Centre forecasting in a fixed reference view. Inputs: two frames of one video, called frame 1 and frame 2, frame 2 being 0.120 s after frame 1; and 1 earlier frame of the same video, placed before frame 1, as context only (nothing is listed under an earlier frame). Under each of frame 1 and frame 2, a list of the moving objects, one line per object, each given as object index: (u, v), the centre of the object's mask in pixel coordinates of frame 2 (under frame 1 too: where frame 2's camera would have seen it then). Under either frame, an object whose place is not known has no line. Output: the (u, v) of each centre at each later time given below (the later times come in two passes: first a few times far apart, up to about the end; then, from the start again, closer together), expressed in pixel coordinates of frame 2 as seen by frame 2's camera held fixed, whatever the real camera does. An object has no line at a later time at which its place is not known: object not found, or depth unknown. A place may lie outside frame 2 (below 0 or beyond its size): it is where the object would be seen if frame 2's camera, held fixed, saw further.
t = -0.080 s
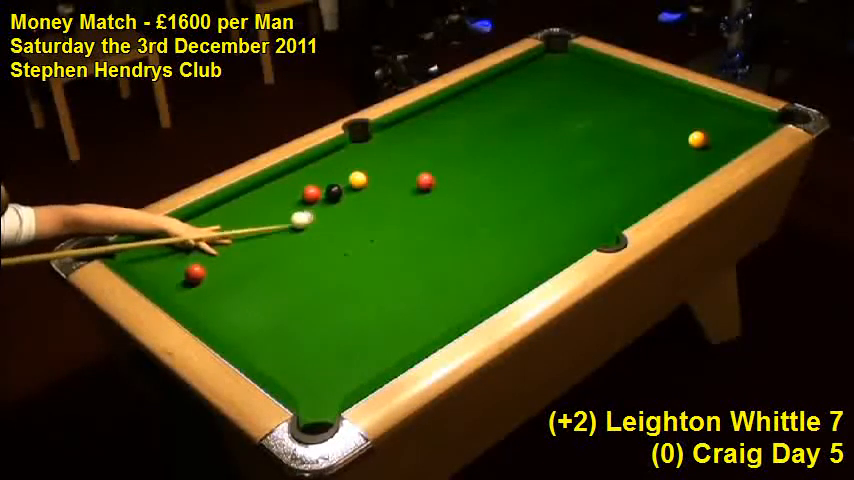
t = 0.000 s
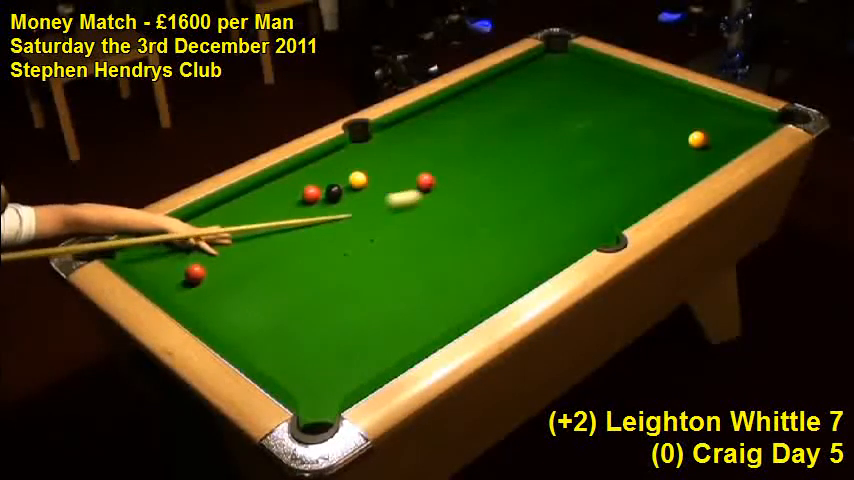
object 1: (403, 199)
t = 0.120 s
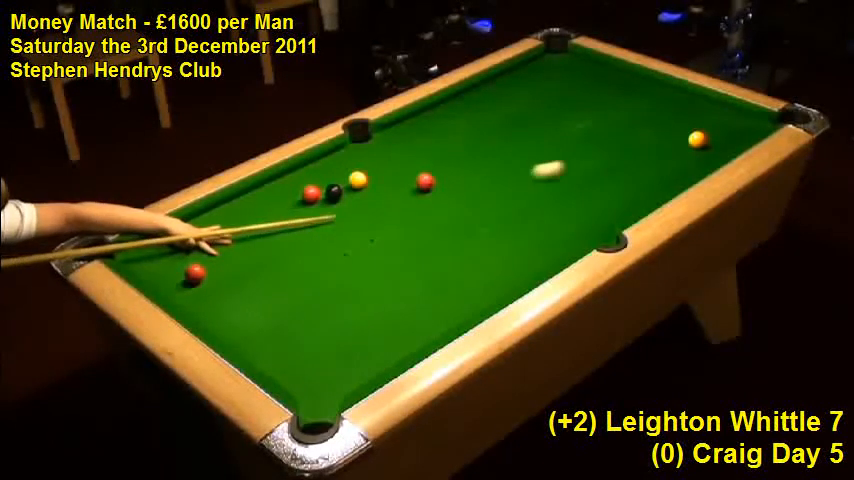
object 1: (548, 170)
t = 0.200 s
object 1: (632, 153)
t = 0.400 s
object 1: (675, 151)
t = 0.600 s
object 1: (648, 164)
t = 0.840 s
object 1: (615, 179)
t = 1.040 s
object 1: (588, 191)
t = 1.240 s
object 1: (562, 204)
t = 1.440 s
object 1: (534, 216)
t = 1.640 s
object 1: (506, 228)
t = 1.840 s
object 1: (480, 240)
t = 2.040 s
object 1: (453, 252)
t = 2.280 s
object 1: (422, 265)
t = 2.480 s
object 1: (396, 275)
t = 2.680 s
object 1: (371, 286)
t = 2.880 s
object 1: (346, 296)
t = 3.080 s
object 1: (322, 306)
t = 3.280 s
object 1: (300, 316)
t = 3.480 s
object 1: (278, 326)
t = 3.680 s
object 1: (258, 335)
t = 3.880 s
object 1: (240, 341)
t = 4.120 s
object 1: (248, 336)
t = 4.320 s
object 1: (257, 330)
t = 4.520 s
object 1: (264, 324)
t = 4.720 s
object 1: (270, 320)
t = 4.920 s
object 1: (274, 316)
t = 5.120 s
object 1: (278, 313)
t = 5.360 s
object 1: (281, 310)
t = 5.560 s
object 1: (283, 309)
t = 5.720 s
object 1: (283, 309)
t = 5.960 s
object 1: (283, 309)
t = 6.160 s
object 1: (283, 309)
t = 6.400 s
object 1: (283, 309)
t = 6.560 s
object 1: (283, 309)
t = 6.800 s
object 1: (283, 309)
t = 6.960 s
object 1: (283, 309)
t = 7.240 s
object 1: (283, 309)
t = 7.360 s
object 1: (283, 309)
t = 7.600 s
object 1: (283, 309)
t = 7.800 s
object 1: (283, 309)
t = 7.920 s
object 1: (285, 309)
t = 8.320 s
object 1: (283, 309)
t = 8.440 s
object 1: (283, 309)
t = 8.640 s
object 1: (283, 309)
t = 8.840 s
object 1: (283, 309)
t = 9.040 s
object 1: (283, 309)
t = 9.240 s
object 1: (282, 309)
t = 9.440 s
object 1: (282, 309)
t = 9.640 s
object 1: (282, 309)
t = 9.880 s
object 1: (282, 309)
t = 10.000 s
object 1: (282, 309)
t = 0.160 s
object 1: (591, 161)
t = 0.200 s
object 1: (632, 153)
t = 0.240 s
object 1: (671, 145)
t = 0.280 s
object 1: (683, 144)
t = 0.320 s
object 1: (681, 147)
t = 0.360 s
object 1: (679, 149)
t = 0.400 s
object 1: (675, 151)
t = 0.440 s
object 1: (669, 154)
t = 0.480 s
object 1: (664, 156)
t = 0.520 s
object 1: (658, 159)
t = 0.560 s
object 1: (653, 161)
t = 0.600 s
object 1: (648, 164)
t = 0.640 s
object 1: (642, 166)
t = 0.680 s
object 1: (637, 169)
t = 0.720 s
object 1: (631, 171)
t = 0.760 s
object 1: (626, 174)
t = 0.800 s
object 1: (620, 176)
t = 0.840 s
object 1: (615, 179)
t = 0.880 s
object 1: (610, 181)
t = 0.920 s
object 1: (604, 184)
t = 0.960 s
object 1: (599, 186)
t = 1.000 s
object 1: (594, 189)
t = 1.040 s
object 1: (588, 191)
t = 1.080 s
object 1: (583, 194)
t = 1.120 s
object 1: (577, 196)
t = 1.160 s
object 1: (572, 199)
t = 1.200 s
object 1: (567, 202)
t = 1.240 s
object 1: (562, 204)
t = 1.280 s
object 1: (556, 206)
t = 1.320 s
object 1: (551, 209)
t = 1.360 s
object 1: (545, 211)
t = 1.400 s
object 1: (539, 214)
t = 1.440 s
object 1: (534, 216)
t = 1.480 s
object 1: (528, 218)
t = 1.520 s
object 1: (523, 221)
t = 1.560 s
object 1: (517, 223)
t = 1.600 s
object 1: (512, 226)
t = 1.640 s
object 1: (506, 228)
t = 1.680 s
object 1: (501, 231)
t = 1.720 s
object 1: (496, 233)
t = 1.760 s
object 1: (490, 235)
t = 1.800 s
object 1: (485, 238)
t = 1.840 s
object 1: (480, 240)
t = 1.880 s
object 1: (474, 242)
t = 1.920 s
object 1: (469, 244)
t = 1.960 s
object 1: (464, 247)
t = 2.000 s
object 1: (458, 249)
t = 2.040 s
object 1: (453, 252)
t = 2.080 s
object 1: (448, 254)
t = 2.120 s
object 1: (442, 256)
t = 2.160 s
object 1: (437, 258)
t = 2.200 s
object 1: (432, 260)
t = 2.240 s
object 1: (427, 263)
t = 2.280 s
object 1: (422, 265)
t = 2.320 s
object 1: (416, 267)
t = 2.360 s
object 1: (411, 269)
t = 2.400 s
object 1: (406, 271)
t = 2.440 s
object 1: (401, 273)
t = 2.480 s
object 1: (396, 275)
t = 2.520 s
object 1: (391, 278)
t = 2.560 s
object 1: (386, 279)
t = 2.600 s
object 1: (381, 282)
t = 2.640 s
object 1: (376, 283)
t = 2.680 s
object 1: (371, 286)
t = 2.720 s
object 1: (366, 288)
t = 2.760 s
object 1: (361, 290)
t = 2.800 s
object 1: (356, 292)
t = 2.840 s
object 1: (351, 294)
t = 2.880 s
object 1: (346, 296)
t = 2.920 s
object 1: (341, 298)
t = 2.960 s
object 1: (337, 300)
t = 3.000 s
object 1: (332, 302)
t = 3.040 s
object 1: (327, 304)
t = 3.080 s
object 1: (322, 306)
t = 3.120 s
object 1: (318, 308)
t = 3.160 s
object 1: (314, 310)
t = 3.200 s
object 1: (309, 312)
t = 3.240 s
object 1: (305, 315)
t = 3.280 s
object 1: (300, 316)
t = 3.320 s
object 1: (296, 318)
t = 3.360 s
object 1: (291, 320)
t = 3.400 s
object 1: (287, 322)
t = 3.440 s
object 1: (283, 324)
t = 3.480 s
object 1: (278, 326)
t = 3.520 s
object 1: (274, 328)
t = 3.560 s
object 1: (270, 329)
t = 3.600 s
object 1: (266, 331)
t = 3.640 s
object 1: (262, 333)
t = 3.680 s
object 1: (258, 335)
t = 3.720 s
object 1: (254, 337)
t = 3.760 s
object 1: (250, 338)
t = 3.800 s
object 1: (246, 340)
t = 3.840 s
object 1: (243, 341)
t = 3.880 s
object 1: (240, 341)
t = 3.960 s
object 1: (241, 340)
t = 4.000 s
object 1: (243, 339)
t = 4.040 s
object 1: (245, 338)
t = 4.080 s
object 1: (247, 337)
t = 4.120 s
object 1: (248, 336)
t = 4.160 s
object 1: (250, 334)
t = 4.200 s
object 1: (252, 334)
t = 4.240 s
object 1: (253, 332)
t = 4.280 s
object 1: (255, 331)
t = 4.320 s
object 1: (257, 330)
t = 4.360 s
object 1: (258, 329)
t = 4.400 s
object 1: (259, 328)
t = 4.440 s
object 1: (261, 327)
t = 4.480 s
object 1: (262, 325)
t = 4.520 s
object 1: (264, 324)
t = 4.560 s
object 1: (265, 323)
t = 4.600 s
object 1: (266, 323)
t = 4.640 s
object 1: (268, 322)
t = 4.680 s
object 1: (269, 321)
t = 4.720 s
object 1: (270, 320)
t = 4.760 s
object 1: (271, 319)
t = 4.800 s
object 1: (272, 318)
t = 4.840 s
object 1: (273, 317)
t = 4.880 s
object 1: (274, 317)
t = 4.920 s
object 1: (274, 316)
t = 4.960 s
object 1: (275, 316)
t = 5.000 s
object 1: (276, 315)
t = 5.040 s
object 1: (277, 314)
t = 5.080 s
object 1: (277, 314)
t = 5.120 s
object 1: (278, 313)
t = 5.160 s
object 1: (279, 313)
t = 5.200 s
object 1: (279, 312)
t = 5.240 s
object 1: (279, 312)
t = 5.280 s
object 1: (280, 311)
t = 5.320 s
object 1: (280, 311)
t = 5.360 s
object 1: (281, 310)
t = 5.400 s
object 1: (281, 310)
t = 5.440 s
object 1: (281, 310)
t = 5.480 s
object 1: (282, 310)
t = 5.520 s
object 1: (282, 310)
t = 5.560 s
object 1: (283, 309)
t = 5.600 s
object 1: (283, 309)
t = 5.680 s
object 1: (283, 309)
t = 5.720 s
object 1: (283, 309)
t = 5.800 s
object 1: (283, 309)
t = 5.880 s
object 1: (283, 309)
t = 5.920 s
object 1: (283, 309)
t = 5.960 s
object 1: (283, 309)
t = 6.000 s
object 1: (283, 309)
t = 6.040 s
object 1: (283, 310)
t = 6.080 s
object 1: (283, 310)
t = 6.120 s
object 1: (283, 310)
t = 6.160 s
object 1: (283, 309)
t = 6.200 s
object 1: (283, 309)
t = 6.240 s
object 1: (283, 310)
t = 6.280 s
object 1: (283, 310)
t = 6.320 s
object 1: (283, 309)
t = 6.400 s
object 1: (283, 309)
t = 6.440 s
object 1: (283, 309)
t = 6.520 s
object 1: (283, 309)
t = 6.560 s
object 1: (283, 309)
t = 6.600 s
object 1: (283, 309)
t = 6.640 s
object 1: (283, 309)
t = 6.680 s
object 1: (283, 309)
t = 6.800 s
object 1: (283, 309)
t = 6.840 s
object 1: (283, 309)
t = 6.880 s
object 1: (283, 309)
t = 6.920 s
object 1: (283, 309)
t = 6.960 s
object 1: (283, 309)
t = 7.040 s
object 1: (283, 309)
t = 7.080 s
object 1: (283, 309)
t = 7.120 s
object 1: (283, 309)
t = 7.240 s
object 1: (283, 309)
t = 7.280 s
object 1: (283, 309)
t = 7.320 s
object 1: (283, 309)
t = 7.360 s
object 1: (283, 309)
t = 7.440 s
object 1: (283, 309)
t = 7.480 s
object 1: (283, 309)
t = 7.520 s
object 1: (283, 309)
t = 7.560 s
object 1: (283, 309)
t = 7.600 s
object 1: (283, 309)
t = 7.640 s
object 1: (283, 309)
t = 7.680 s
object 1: (283, 309)
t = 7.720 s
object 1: (283, 309)
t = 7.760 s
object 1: (283, 309)
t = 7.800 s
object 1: (283, 309)
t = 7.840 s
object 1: (283, 309)
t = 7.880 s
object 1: (283, 309)
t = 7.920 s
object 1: (285, 309)
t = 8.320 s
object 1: (283, 309)
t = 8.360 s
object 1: (283, 309)
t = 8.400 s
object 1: (283, 309)
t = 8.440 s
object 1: (283, 309)
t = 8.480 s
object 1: (283, 309)
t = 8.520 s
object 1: (283, 309)
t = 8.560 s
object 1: (283, 309)
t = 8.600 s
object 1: (283, 309)
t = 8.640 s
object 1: (283, 309)
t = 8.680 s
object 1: (283, 309)
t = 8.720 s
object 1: (283, 309)
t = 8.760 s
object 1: (283, 309)
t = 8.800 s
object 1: (283, 309)
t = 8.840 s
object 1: (283, 309)
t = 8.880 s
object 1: (283, 309)
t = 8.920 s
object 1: (283, 309)
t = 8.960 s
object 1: (283, 309)
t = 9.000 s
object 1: (283, 309)
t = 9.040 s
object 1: (283, 309)
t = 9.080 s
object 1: (283, 309)
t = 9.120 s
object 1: (283, 309)
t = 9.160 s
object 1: (282, 309)
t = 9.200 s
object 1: (282, 309)
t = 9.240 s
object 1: (282, 309)
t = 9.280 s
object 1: (282, 309)
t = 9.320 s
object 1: (282, 309)
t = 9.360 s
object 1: (282, 309)
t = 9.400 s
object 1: (282, 309)
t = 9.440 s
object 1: (282, 309)
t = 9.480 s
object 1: (282, 309)
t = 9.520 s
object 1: (282, 309)
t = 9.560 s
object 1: (282, 309)
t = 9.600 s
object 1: (282, 309)
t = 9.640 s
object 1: (282, 309)
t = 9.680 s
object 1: (282, 309)
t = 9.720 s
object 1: (282, 309)
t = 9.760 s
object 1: (282, 309)
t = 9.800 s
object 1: (282, 309)
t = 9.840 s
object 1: (282, 309)
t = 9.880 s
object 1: (282, 309)
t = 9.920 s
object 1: (282, 309)
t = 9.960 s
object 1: (282, 309)
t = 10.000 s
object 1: (282, 309)
